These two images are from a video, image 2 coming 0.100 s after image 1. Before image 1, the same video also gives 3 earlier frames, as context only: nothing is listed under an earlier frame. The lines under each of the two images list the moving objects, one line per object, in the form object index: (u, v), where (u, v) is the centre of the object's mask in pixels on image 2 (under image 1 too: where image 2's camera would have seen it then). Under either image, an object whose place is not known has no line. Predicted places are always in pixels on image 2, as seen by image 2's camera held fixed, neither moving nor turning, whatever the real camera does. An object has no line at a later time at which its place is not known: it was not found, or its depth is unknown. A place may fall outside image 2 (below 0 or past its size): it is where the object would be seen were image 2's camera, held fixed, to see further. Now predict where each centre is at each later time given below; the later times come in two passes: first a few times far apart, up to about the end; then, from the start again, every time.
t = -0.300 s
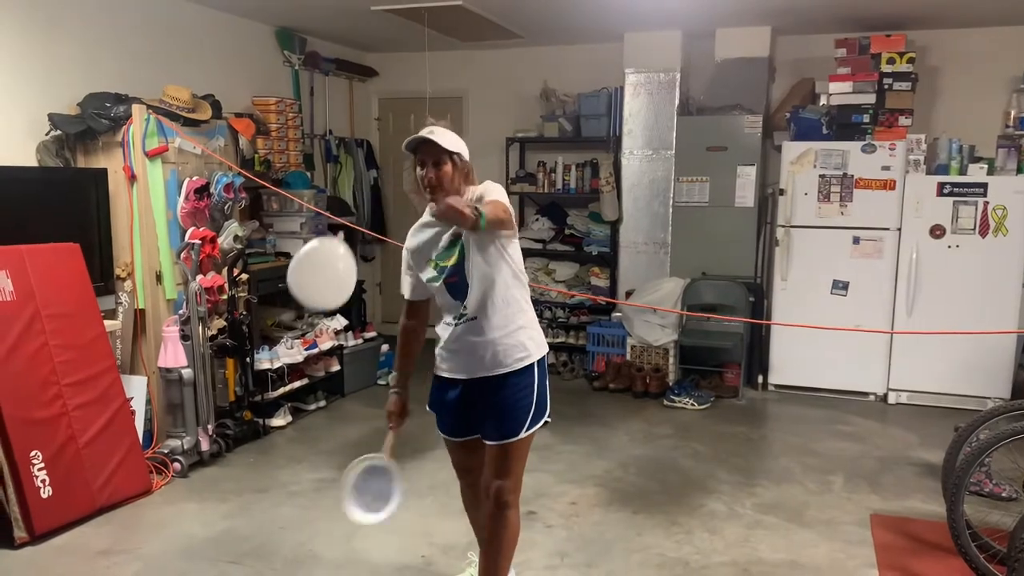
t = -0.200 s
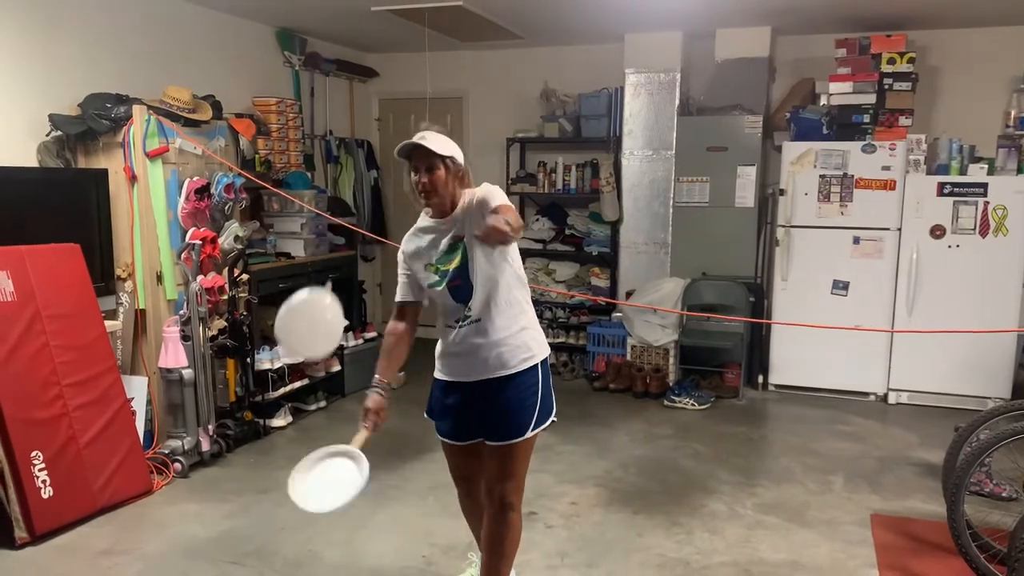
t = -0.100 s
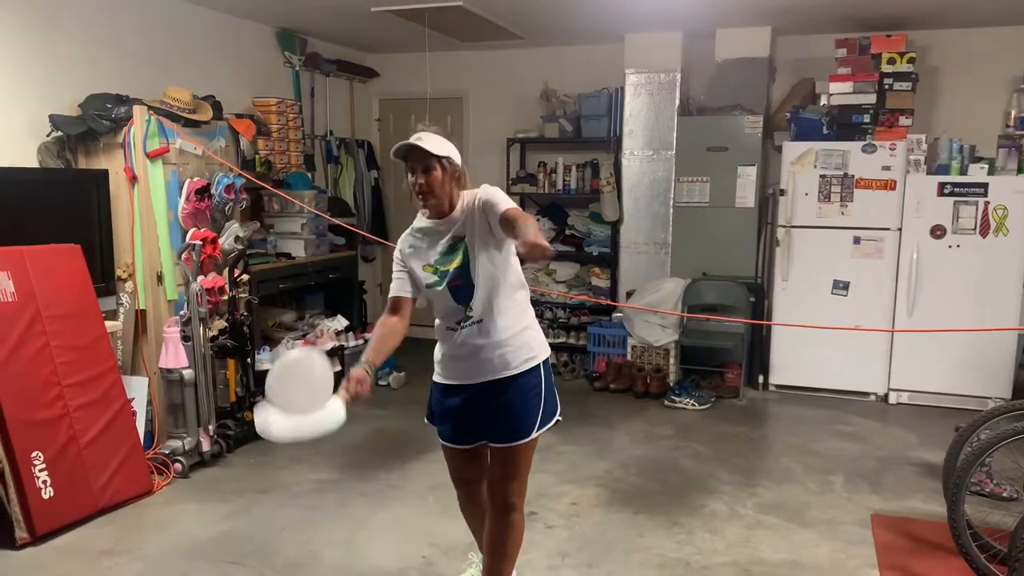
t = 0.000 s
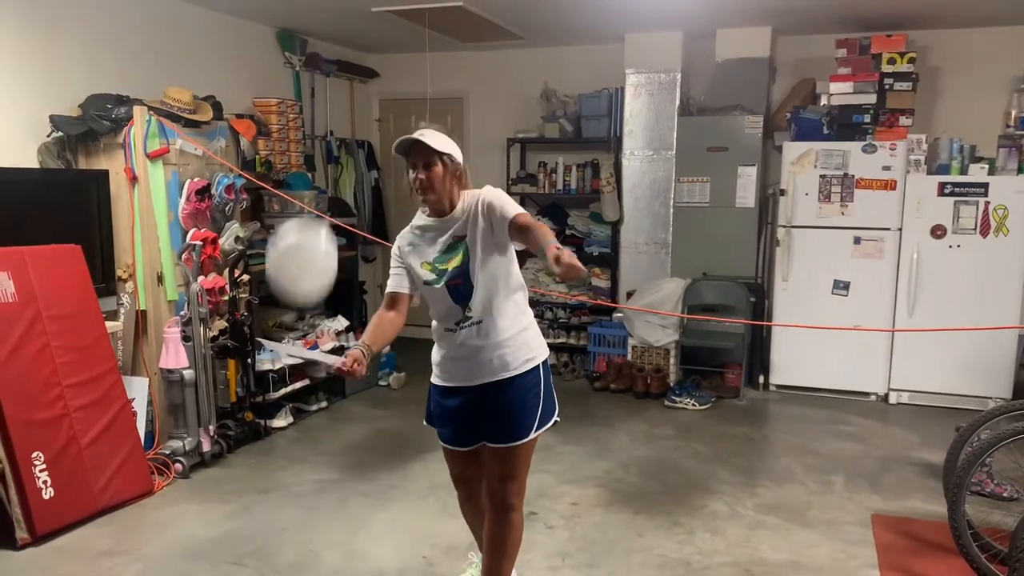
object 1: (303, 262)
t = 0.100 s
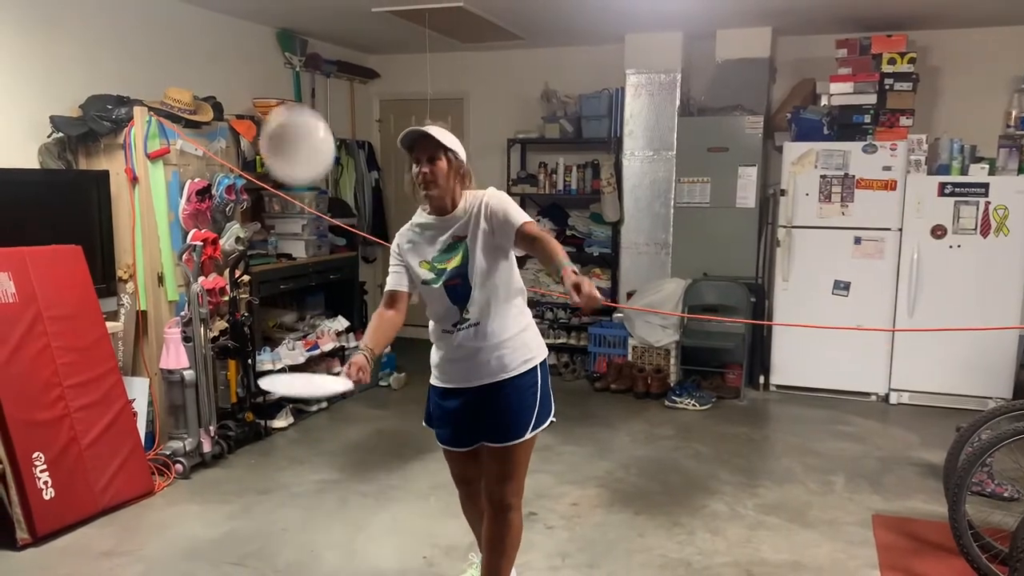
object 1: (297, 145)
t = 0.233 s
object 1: (271, 61)
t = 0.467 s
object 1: (216, 38)
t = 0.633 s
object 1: (187, 90)
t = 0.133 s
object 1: (292, 116)
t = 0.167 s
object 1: (286, 94)
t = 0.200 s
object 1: (279, 75)
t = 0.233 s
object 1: (271, 61)
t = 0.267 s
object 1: (263, 49)
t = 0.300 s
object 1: (254, 40)
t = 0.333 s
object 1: (246, 36)
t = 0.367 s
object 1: (238, 33)
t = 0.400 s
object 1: (231, 33)
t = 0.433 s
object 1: (223, 34)
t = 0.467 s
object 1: (216, 38)
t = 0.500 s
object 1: (210, 43)
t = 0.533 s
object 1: (203, 52)
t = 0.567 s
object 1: (198, 61)
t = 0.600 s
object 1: (192, 75)
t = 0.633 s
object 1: (187, 90)
